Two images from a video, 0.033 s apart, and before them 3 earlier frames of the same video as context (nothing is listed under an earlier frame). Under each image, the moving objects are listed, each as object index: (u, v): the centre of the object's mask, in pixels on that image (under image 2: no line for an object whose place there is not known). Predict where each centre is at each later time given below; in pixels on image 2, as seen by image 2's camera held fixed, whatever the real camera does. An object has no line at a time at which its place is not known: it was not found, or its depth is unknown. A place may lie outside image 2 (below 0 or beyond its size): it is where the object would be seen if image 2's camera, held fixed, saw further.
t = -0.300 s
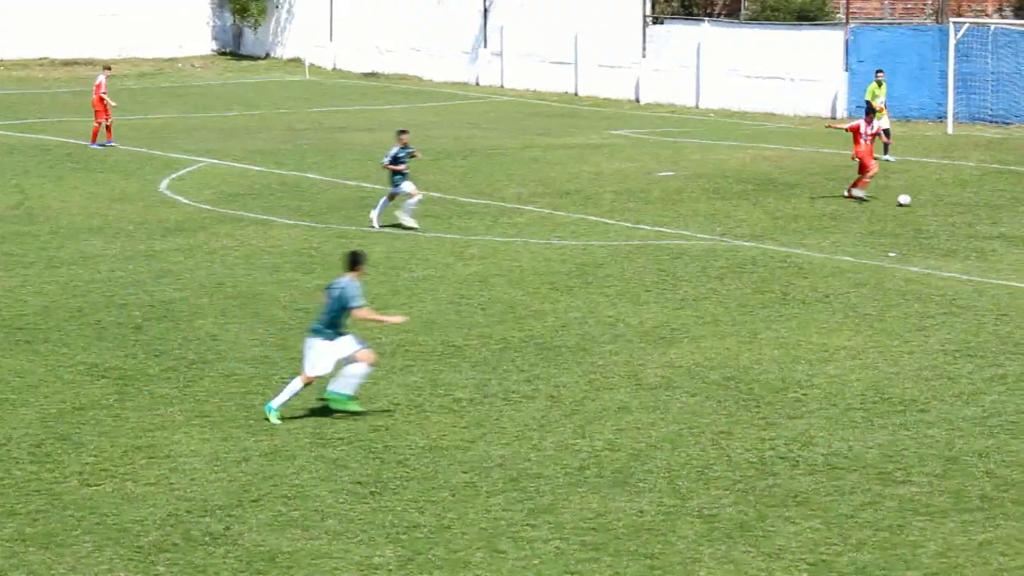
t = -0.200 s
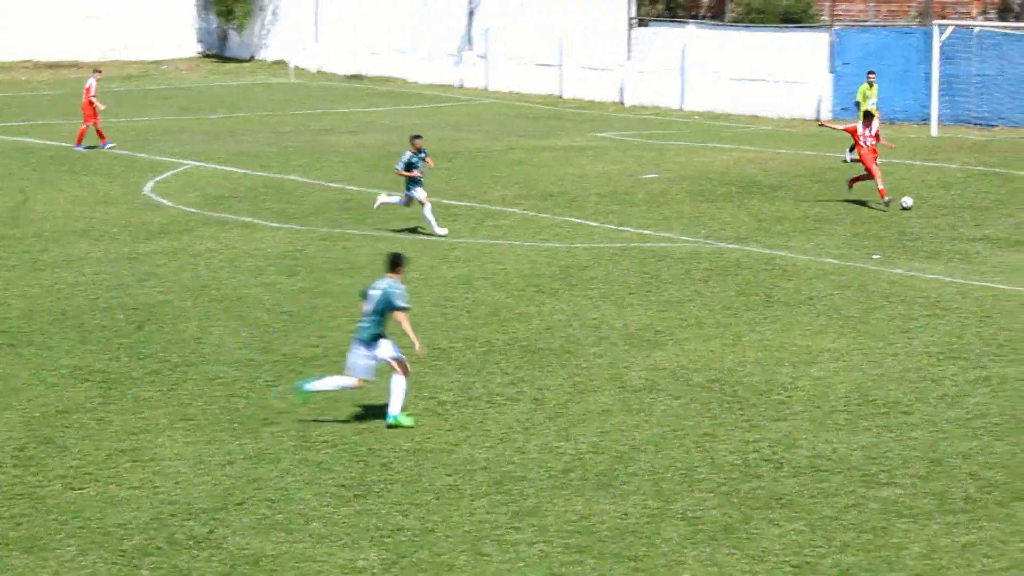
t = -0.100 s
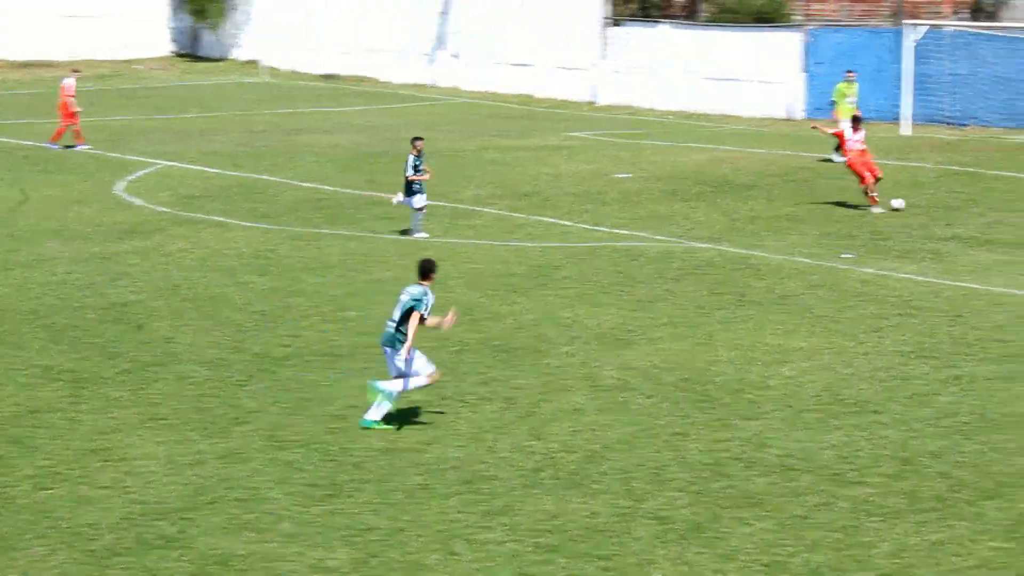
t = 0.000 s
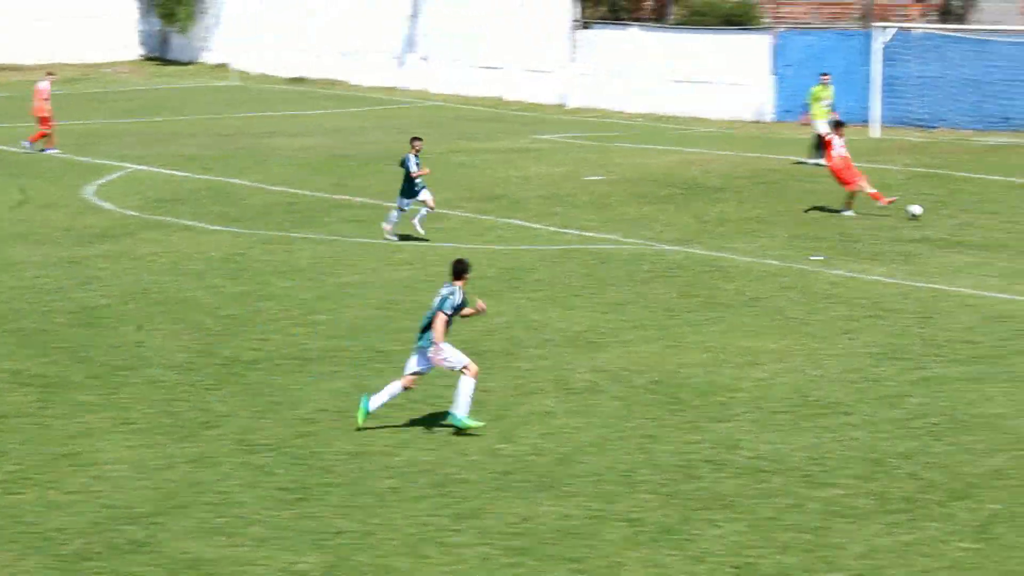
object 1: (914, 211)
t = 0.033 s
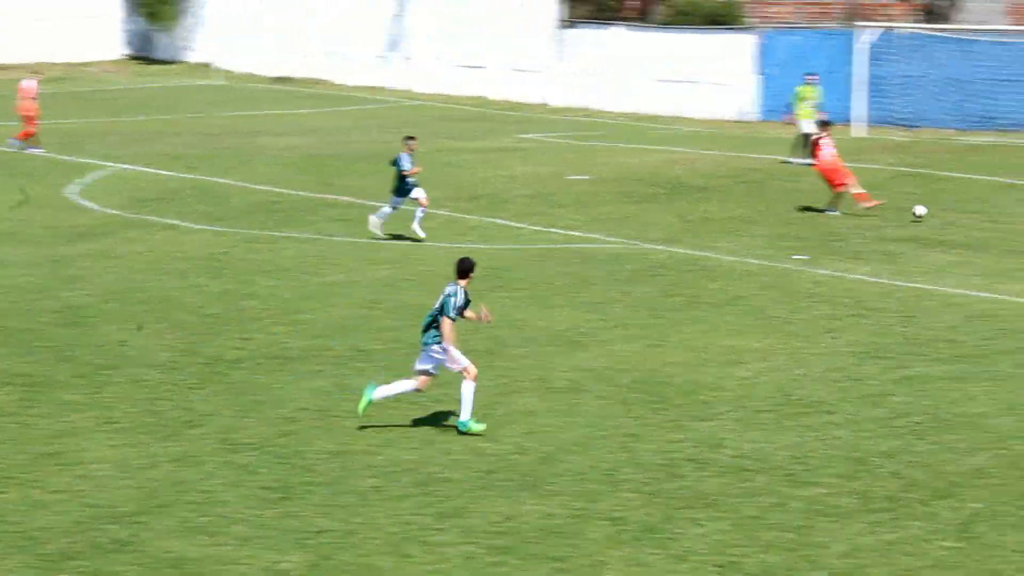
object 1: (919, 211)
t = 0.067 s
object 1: (945, 214)
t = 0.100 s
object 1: (965, 216)
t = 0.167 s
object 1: (1008, 226)
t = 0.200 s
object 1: (1030, 232)
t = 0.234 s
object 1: (1053, 239)
